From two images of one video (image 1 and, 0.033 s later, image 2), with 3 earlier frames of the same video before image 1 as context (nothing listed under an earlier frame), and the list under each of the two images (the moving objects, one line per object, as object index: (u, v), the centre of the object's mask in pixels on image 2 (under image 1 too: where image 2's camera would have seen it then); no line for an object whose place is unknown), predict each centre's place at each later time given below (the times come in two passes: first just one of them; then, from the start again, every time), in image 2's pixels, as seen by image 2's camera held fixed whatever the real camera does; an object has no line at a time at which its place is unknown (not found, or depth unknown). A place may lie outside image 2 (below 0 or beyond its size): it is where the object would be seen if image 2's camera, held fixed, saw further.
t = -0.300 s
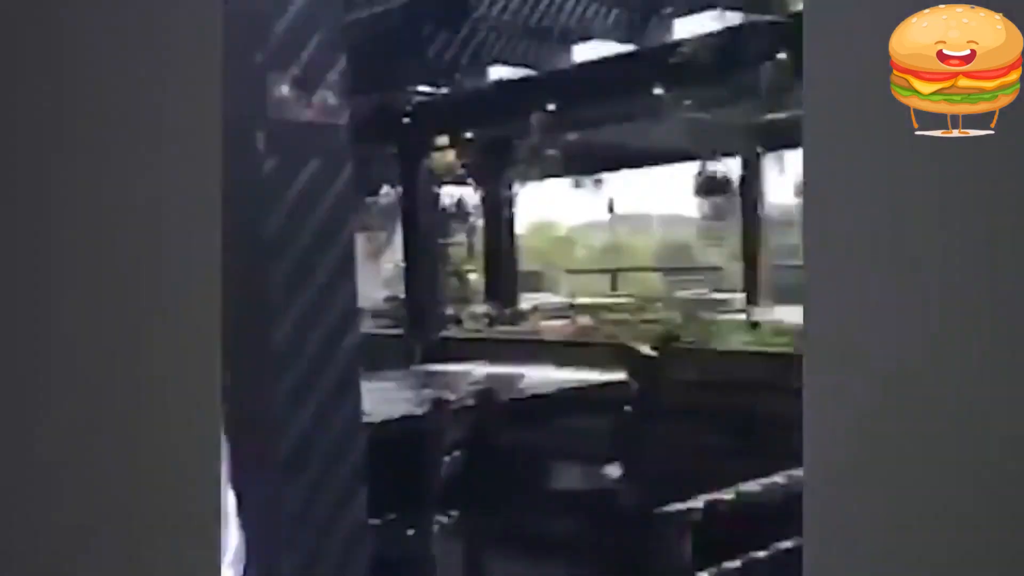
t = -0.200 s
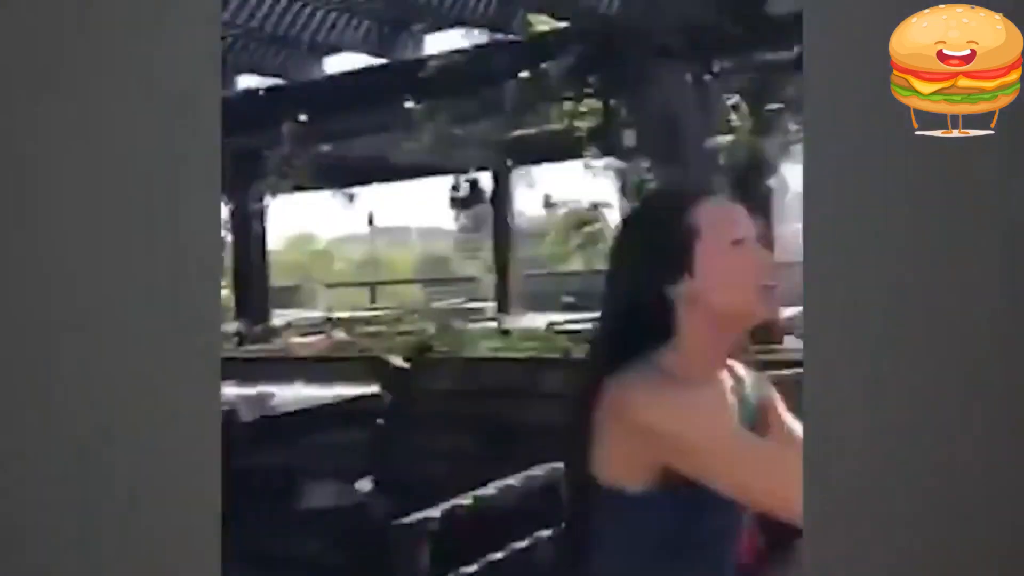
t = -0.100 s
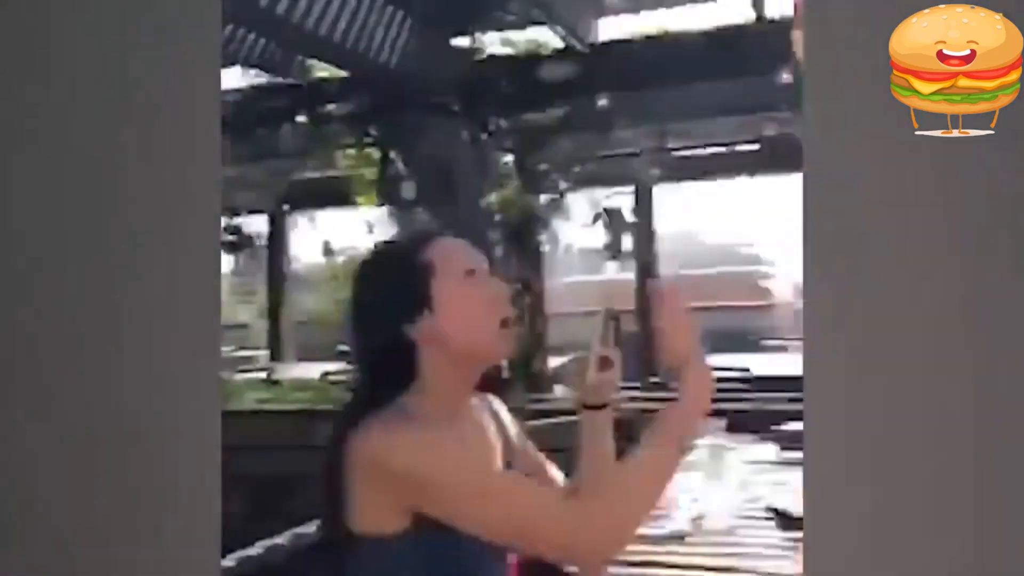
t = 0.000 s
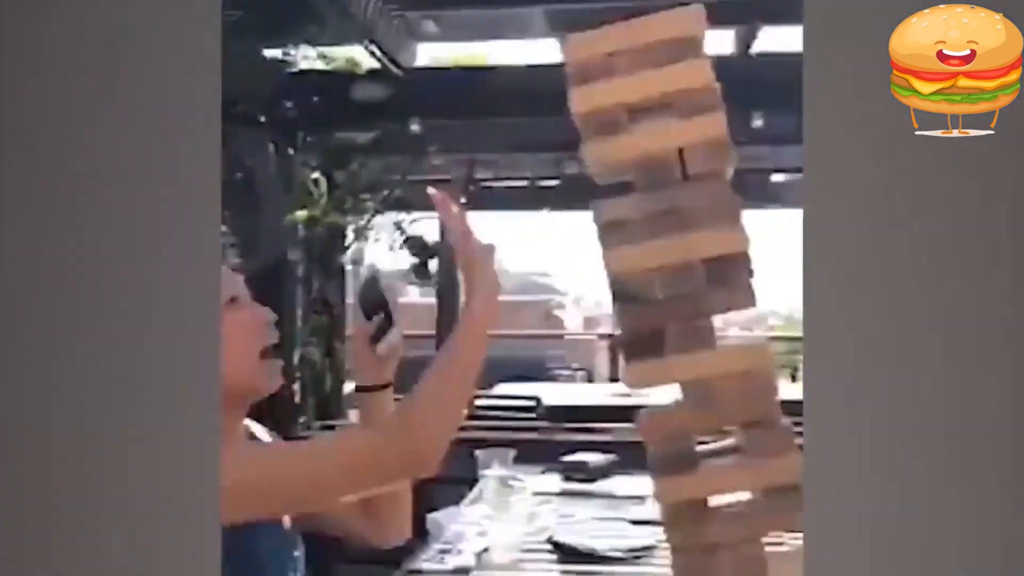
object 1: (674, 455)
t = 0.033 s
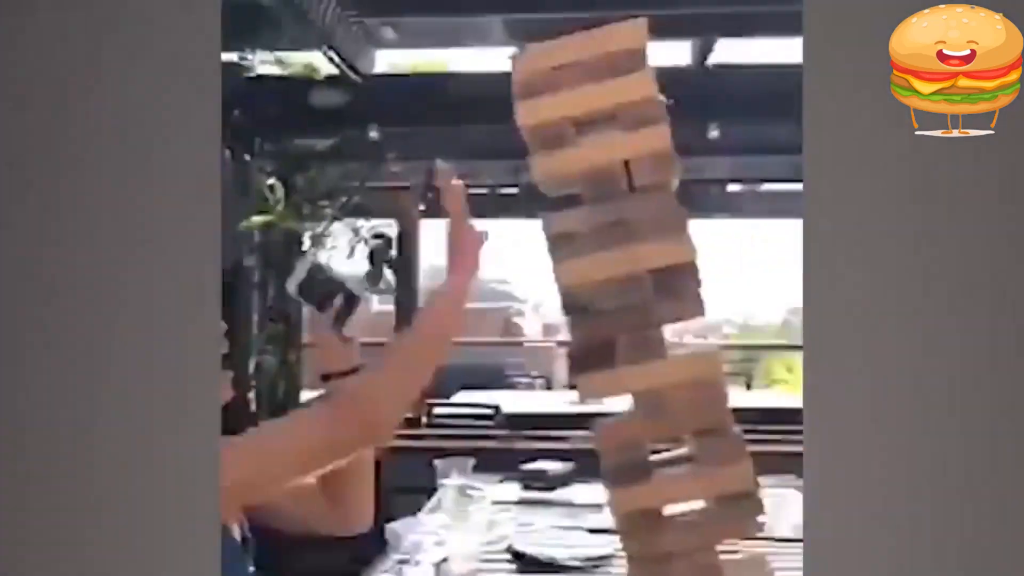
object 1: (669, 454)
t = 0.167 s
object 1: (647, 457)
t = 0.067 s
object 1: (665, 454)
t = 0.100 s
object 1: (658, 455)
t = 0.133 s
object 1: (652, 456)
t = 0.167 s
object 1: (647, 457)
